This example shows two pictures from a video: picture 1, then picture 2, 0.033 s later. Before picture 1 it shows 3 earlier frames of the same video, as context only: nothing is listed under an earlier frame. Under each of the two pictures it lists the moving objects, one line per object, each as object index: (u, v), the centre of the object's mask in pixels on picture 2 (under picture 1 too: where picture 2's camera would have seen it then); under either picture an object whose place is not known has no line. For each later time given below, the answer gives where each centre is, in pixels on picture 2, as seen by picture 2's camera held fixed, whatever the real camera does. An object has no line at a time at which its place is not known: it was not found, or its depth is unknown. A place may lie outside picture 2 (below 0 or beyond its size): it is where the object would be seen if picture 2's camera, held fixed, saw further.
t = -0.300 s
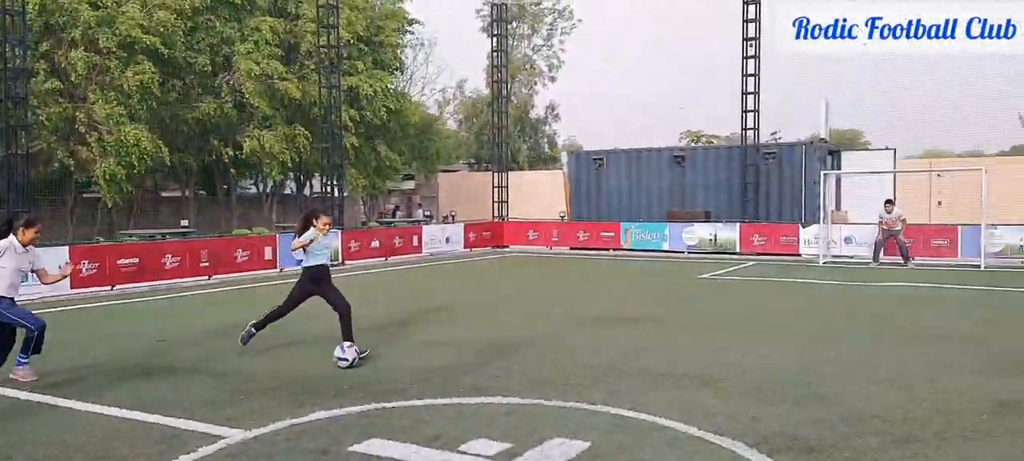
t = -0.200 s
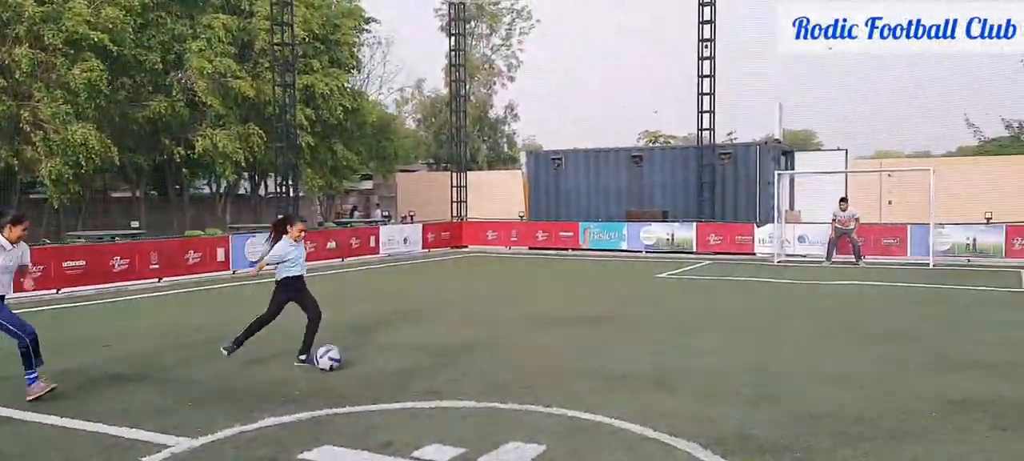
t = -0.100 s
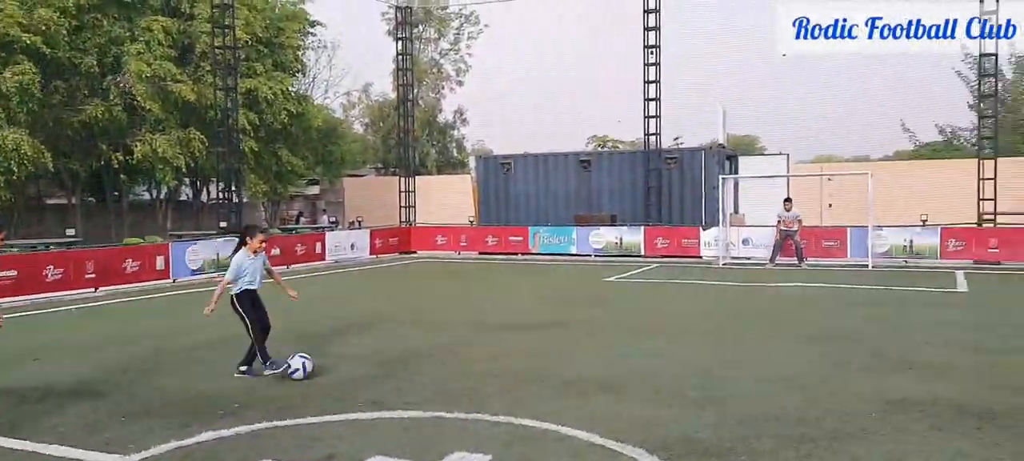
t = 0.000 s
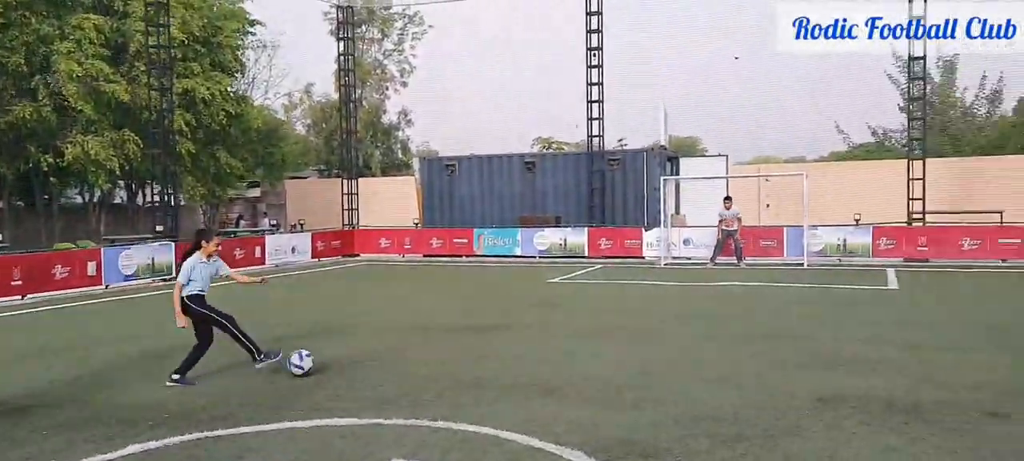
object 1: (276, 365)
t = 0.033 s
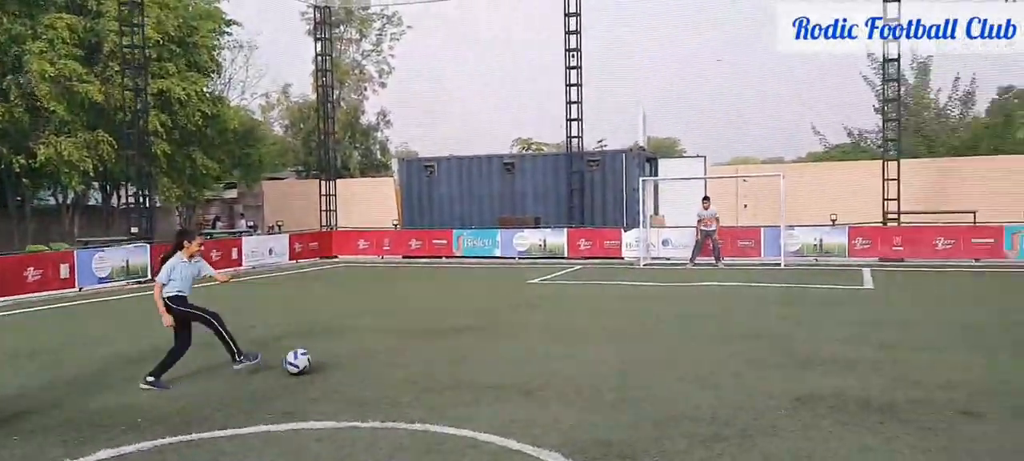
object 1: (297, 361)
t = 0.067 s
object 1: (318, 359)
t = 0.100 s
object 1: (337, 355)
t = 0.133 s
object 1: (354, 352)
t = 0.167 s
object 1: (370, 350)
